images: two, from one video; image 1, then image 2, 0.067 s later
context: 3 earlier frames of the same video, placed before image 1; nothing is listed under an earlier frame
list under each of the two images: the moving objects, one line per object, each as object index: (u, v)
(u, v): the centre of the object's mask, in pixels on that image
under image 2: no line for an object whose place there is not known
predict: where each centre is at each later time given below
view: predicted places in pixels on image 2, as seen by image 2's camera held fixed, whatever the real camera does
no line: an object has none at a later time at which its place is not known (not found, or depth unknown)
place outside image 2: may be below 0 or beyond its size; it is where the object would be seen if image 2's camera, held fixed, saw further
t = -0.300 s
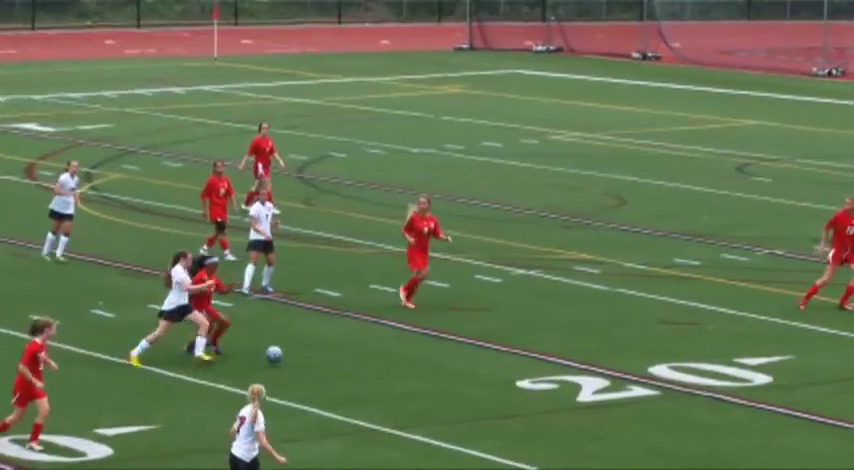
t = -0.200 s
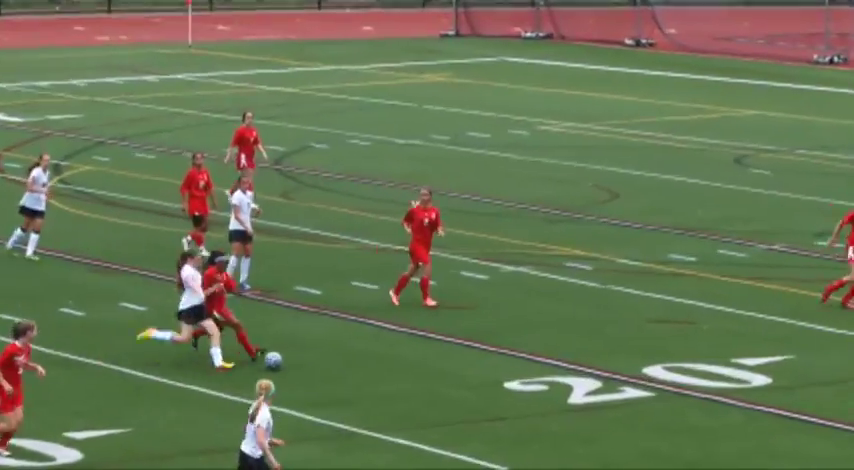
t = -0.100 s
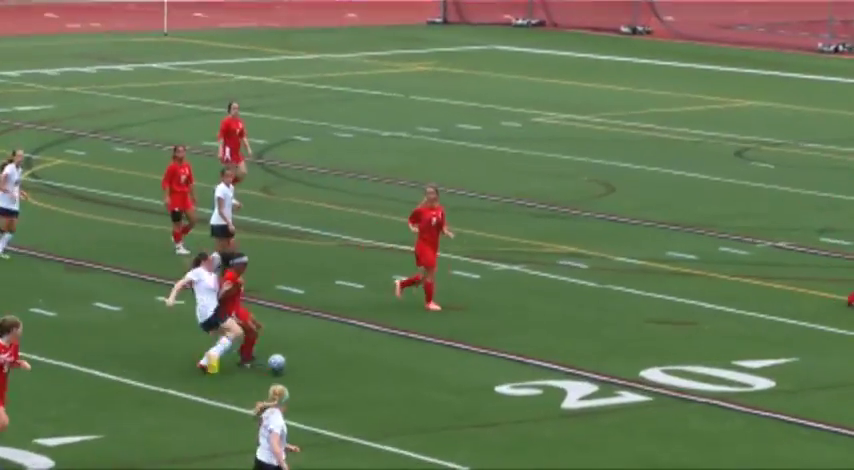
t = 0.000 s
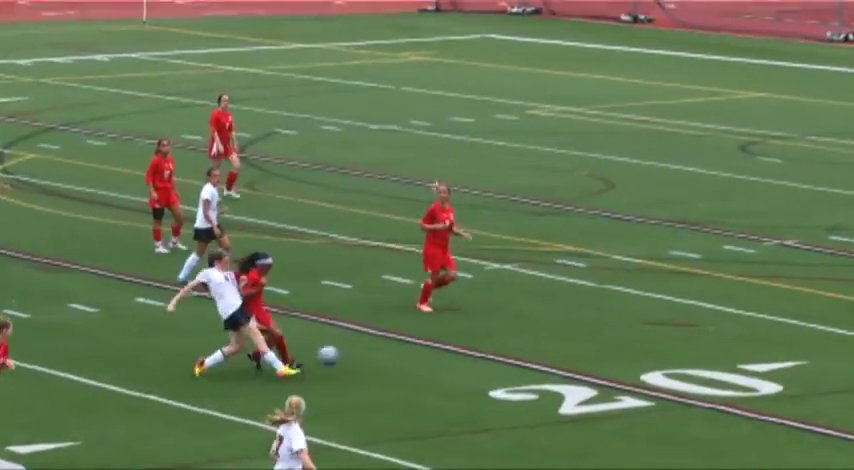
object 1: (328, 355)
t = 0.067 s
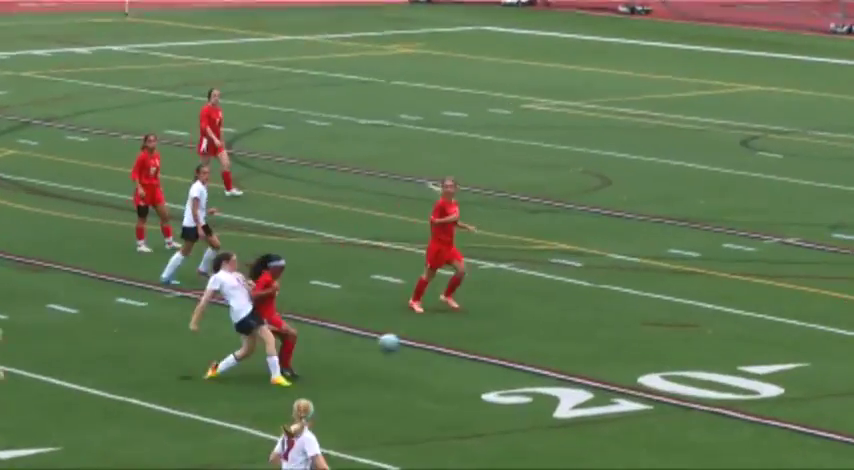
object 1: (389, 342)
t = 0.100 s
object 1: (424, 337)
